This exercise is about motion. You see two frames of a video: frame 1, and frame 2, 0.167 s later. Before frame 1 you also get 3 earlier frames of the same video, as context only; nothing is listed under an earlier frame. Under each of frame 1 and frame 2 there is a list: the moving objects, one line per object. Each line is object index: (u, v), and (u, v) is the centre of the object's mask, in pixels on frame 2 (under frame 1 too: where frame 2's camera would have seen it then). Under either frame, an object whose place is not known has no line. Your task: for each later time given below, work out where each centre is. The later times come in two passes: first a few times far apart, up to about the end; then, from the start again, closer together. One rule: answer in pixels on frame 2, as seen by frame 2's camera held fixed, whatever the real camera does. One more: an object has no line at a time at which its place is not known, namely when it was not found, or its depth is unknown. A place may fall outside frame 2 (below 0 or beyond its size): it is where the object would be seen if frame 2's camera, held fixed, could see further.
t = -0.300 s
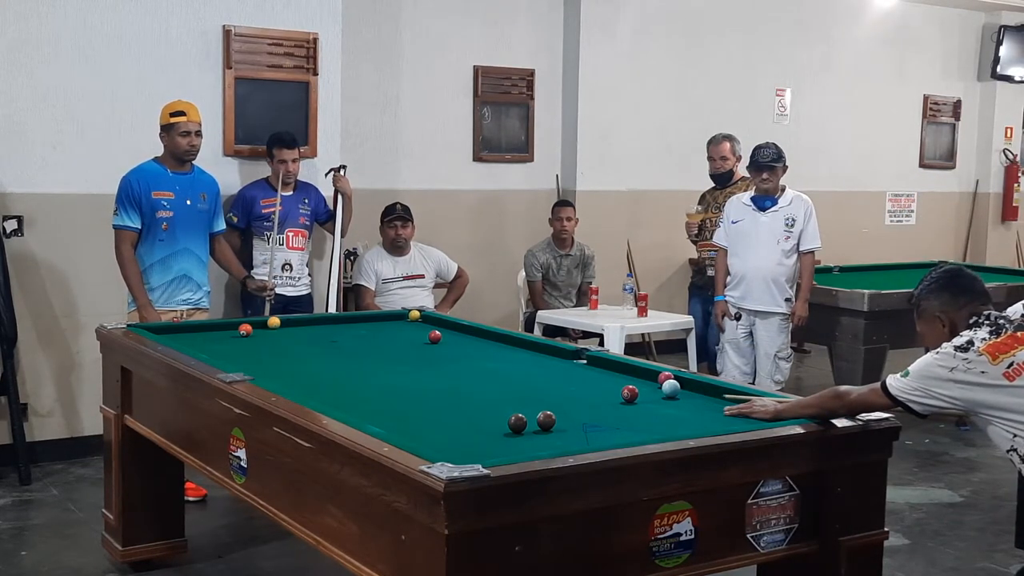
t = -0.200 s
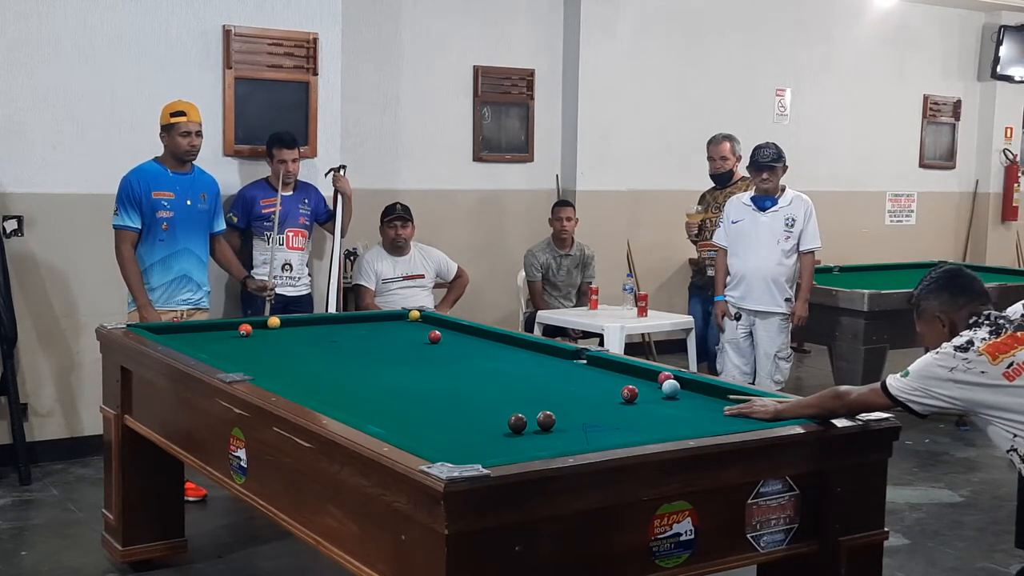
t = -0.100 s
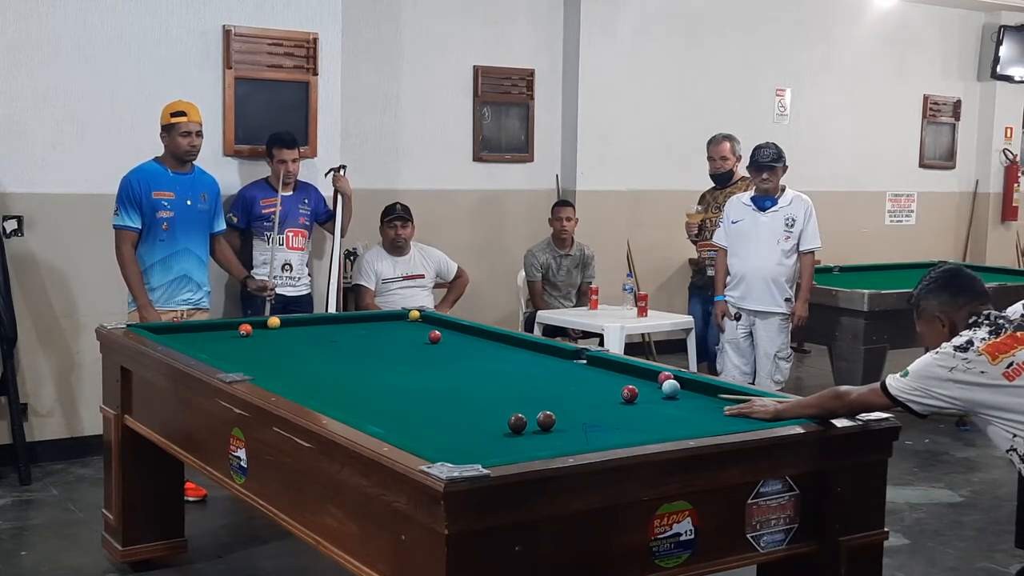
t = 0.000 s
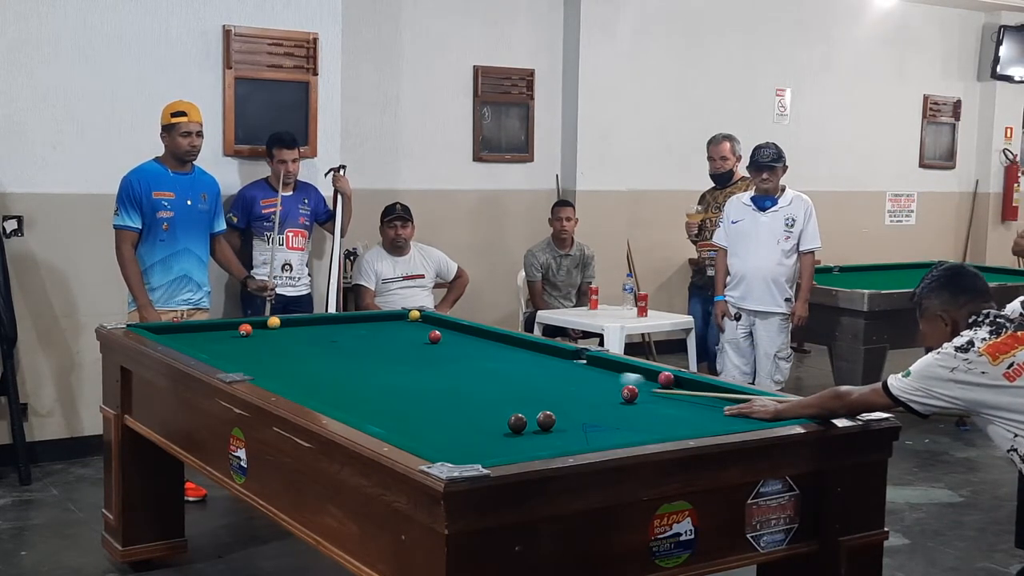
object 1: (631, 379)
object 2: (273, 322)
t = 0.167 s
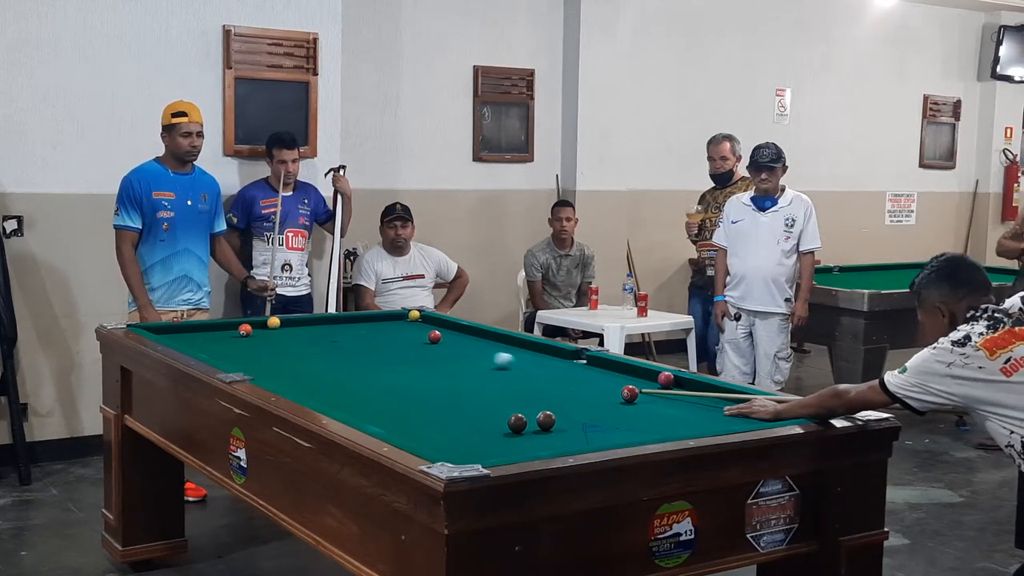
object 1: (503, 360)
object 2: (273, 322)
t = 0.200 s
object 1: (482, 357)
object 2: (273, 322)
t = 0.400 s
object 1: (381, 340)
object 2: (273, 322)
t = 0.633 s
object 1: (302, 327)
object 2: (273, 322)
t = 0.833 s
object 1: (301, 325)
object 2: (257, 324)
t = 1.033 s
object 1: (315, 326)
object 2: (233, 326)
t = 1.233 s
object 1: (325, 326)
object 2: (209, 329)
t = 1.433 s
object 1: (334, 326)
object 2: (186, 331)
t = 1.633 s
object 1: (341, 327)
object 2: (164, 332)
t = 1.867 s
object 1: (349, 327)
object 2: (169, 333)
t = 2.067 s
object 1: (355, 327)
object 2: (185, 334)
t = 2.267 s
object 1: (360, 327)
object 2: (200, 334)
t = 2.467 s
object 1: (364, 327)
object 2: (214, 334)
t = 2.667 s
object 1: (366, 328)
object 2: (226, 334)
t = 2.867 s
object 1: (368, 328)
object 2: (237, 335)
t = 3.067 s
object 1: (369, 328)
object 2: (247, 335)
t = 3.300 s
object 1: (370, 328)
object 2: (258, 335)
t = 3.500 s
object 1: (370, 328)
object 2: (265, 335)
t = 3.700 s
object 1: (370, 328)
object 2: (272, 335)
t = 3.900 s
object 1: (370, 328)
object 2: (277, 335)
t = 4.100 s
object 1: (370, 328)
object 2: (281, 335)
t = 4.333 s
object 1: (370, 328)
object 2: (285, 335)
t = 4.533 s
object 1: (369, 328)
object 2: (286, 335)
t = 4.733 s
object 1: (370, 328)
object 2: (287, 335)
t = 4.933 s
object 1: (369, 328)
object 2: (287, 335)
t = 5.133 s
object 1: (369, 328)
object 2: (287, 335)
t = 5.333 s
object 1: (369, 328)
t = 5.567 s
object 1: (369, 328)
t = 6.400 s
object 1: (369, 328)
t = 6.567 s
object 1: (370, 328)
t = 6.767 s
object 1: (369, 328)
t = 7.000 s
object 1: (369, 328)
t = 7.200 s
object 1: (370, 328)
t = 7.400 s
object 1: (369, 328)
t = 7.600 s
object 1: (369, 328)
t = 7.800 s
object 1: (369, 328)
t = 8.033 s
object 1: (370, 328)
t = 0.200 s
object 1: (482, 357)
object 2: (273, 322)
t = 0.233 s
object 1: (462, 353)
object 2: (273, 322)
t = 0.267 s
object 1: (444, 350)
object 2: (273, 322)
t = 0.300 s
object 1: (426, 347)
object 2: (273, 323)
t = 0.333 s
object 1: (410, 345)
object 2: (273, 323)
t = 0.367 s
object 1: (395, 342)
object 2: (273, 322)
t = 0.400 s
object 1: (381, 340)
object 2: (273, 322)
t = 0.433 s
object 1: (367, 338)
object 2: (273, 323)
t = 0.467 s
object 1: (355, 335)
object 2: (273, 323)
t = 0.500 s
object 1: (343, 334)
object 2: (273, 323)
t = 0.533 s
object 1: (332, 332)
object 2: (273, 323)
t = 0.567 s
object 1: (321, 330)
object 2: (273, 323)
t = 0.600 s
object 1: (311, 328)
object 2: (273, 322)
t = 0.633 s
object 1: (302, 327)
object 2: (273, 322)
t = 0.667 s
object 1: (292, 325)
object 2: (273, 323)
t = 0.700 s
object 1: (283, 324)
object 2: (272, 322)
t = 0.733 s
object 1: (286, 323)
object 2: (269, 323)
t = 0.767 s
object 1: (292, 324)
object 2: (264, 323)
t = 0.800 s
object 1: (297, 325)
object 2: (260, 324)
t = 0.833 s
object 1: (301, 325)
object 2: (257, 324)
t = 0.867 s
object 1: (304, 326)
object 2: (253, 324)
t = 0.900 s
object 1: (307, 326)
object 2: (250, 323)
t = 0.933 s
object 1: (310, 326)
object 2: (245, 322)
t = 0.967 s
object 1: (312, 326)
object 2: (239, 324)
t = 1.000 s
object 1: (313, 326)
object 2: (235, 325)
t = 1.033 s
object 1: (315, 326)
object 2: (233, 326)
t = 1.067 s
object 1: (317, 326)
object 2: (229, 327)
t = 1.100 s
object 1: (318, 326)
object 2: (225, 327)
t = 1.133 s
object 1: (320, 326)
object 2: (221, 328)
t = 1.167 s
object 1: (322, 326)
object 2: (217, 328)
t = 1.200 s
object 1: (323, 326)
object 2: (213, 328)
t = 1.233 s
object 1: (325, 326)
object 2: (209, 329)
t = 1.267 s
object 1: (326, 326)
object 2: (205, 330)
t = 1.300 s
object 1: (328, 326)
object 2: (202, 330)
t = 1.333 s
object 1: (329, 326)
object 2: (198, 330)
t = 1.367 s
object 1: (331, 326)
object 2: (194, 330)
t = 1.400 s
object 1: (333, 326)
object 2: (190, 331)
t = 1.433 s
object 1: (334, 326)
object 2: (186, 331)
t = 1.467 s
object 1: (335, 326)
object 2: (182, 332)
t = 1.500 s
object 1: (336, 327)
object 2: (179, 332)
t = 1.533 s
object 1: (338, 326)
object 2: (175, 332)
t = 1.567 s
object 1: (339, 326)
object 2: (171, 333)
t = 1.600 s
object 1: (340, 327)
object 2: (168, 333)
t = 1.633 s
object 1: (341, 327)
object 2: (164, 332)
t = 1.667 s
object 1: (343, 327)
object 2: (161, 332)
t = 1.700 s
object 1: (344, 327)
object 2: (158, 332)
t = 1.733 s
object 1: (345, 326)
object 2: (158, 332)
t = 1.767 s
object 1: (346, 327)
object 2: (161, 333)
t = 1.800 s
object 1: (347, 327)
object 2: (163, 333)
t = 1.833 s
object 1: (348, 327)
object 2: (166, 333)
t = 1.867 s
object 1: (349, 327)
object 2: (169, 333)
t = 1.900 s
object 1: (350, 327)
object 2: (171, 334)
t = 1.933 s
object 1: (352, 327)
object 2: (174, 334)
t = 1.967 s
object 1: (353, 327)
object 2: (177, 334)
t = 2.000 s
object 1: (353, 327)
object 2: (179, 334)
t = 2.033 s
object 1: (354, 327)
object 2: (182, 334)
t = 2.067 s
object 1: (355, 327)
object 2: (185, 334)
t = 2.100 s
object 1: (356, 327)
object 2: (187, 334)
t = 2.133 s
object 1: (357, 327)
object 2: (190, 334)
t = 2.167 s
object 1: (358, 327)
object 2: (192, 334)
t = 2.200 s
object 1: (359, 327)
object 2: (195, 334)
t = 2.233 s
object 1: (359, 327)
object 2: (197, 334)
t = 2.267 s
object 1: (360, 327)
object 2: (200, 334)
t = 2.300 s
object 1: (361, 327)
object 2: (202, 334)
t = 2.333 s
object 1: (361, 327)
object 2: (204, 334)
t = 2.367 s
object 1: (362, 327)
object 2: (206, 334)
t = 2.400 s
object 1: (363, 327)
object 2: (209, 334)
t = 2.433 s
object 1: (363, 327)
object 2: (211, 334)
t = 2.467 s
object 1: (364, 327)
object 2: (214, 334)
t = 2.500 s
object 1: (364, 327)
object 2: (216, 334)
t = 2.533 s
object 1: (365, 327)
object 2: (218, 335)
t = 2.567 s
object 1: (365, 327)
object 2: (220, 334)
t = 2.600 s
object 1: (366, 328)
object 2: (222, 334)
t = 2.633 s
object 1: (366, 327)
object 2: (224, 334)
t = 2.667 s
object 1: (366, 328)
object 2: (226, 334)
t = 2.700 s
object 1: (367, 327)
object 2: (228, 335)
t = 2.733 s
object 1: (367, 328)
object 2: (230, 335)
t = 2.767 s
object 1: (367, 328)
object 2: (232, 335)
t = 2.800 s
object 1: (368, 328)
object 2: (233, 335)
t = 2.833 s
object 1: (368, 328)
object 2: (235, 335)
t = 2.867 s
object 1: (368, 328)
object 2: (237, 335)
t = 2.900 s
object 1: (369, 328)
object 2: (239, 335)
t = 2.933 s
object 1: (369, 328)
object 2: (240, 335)
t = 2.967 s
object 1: (369, 328)
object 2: (242, 334)
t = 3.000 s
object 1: (369, 328)
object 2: (244, 335)
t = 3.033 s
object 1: (369, 328)
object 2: (245, 335)
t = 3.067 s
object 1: (369, 328)
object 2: (247, 335)
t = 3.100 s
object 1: (369, 328)
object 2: (249, 335)
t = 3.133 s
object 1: (370, 328)
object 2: (250, 335)
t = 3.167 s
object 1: (370, 328)
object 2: (252, 335)
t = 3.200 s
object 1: (370, 328)
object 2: (253, 335)
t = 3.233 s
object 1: (370, 328)
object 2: (255, 335)
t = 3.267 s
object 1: (370, 328)
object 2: (256, 335)
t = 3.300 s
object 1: (370, 328)
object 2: (258, 335)
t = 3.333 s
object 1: (370, 328)
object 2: (259, 335)
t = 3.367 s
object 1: (370, 328)
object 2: (260, 335)
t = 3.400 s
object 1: (370, 328)
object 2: (261, 335)
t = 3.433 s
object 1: (370, 328)
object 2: (263, 335)
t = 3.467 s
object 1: (370, 328)
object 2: (264, 335)
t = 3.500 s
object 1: (370, 328)
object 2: (265, 335)
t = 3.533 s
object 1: (370, 328)
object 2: (266, 335)
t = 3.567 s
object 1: (370, 328)
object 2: (267, 335)
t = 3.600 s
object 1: (370, 328)
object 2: (269, 335)
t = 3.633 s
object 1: (370, 328)
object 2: (270, 335)
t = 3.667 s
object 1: (370, 328)
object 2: (271, 335)
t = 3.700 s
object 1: (370, 328)
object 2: (272, 335)
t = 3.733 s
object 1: (370, 328)
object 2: (273, 335)
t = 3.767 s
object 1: (370, 328)
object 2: (273, 335)
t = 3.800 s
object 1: (370, 328)
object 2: (274, 335)
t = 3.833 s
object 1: (370, 328)
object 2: (275, 335)
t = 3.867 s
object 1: (370, 328)
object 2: (276, 335)
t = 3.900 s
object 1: (370, 328)
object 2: (277, 335)
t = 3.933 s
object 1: (370, 328)
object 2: (278, 335)
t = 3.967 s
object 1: (370, 328)
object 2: (279, 335)
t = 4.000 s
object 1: (370, 328)
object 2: (279, 335)
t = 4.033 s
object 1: (370, 328)
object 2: (280, 335)
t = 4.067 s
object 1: (370, 328)
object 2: (281, 335)
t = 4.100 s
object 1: (370, 328)
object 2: (281, 335)
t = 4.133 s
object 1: (370, 328)
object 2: (282, 335)
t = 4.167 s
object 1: (370, 328)
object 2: (282, 335)
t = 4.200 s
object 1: (370, 328)
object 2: (283, 335)
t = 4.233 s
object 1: (370, 328)
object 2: (283, 335)
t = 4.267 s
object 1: (370, 328)
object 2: (284, 335)
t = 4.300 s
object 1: (369, 328)
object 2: (284, 335)
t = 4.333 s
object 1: (370, 328)
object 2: (285, 335)
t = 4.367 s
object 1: (370, 328)
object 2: (285, 335)
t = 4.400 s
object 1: (369, 328)
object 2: (285, 335)
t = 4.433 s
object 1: (370, 328)
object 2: (286, 335)
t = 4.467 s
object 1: (370, 328)
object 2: (286, 335)
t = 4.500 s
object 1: (369, 328)
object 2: (286, 335)
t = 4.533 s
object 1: (369, 328)
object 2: (286, 335)
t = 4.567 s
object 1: (370, 328)
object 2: (287, 335)
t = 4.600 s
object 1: (370, 328)
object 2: (287, 335)
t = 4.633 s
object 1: (370, 328)
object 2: (287, 335)
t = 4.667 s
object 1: (370, 328)
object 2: (287, 335)
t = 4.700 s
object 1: (370, 328)
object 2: (287, 335)
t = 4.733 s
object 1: (370, 328)
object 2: (287, 335)
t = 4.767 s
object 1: (369, 328)
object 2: (287, 335)
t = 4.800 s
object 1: (370, 328)
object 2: (287, 335)
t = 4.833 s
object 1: (369, 328)
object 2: (287, 335)
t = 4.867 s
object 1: (369, 328)
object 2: (287, 335)
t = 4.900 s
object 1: (369, 328)
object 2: (287, 335)
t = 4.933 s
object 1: (369, 328)
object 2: (287, 335)
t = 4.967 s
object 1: (369, 328)
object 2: (287, 335)
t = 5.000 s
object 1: (370, 328)
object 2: (287, 335)
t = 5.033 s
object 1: (369, 328)
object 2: (287, 335)
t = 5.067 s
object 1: (369, 328)
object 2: (287, 335)
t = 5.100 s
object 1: (369, 328)
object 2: (287, 335)
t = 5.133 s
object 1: (369, 328)
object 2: (287, 335)
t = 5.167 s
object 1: (369, 328)
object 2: (287, 335)
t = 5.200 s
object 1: (369, 328)
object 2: (287, 335)
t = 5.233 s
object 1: (369, 328)
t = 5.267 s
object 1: (369, 328)
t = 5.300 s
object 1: (369, 328)
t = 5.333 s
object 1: (369, 328)
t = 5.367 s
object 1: (369, 328)
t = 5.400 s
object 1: (369, 328)
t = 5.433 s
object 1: (369, 328)
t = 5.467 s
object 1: (369, 328)
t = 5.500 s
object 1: (369, 328)
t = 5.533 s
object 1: (368, 327)
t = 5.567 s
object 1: (369, 328)
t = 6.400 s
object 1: (369, 328)
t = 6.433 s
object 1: (369, 328)
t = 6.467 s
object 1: (370, 328)
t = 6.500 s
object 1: (369, 328)
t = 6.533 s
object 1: (369, 328)
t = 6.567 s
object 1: (370, 328)
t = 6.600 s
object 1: (369, 328)
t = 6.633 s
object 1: (369, 328)
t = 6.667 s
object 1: (369, 328)
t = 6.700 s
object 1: (369, 328)
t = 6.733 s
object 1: (369, 328)
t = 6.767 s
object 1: (369, 328)
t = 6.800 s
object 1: (369, 328)
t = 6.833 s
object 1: (369, 328)
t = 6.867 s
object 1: (369, 328)
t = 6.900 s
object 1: (369, 328)
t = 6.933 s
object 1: (369, 328)
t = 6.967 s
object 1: (369, 328)
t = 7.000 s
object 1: (369, 328)
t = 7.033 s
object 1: (369, 328)
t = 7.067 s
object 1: (369, 328)
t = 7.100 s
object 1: (369, 328)
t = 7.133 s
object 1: (369, 328)
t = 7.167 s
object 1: (369, 328)
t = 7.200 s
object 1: (370, 328)
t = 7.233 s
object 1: (369, 328)
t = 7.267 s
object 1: (369, 328)
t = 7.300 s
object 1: (369, 328)
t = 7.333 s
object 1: (369, 328)
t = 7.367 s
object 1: (369, 328)
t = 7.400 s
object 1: (369, 328)
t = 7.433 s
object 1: (369, 328)
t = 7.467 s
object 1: (369, 328)
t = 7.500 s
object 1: (369, 328)
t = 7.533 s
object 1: (369, 328)
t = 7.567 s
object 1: (369, 328)
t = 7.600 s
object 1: (369, 328)
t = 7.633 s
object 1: (369, 328)
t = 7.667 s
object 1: (369, 328)
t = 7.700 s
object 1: (369, 328)
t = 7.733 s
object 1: (369, 328)
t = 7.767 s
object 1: (369, 328)
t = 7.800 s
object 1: (369, 328)
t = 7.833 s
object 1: (369, 328)
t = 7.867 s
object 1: (369, 328)
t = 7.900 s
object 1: (369, 328)
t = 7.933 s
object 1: (369, 328)
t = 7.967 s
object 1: (369, 328)
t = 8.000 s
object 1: (369, 328)
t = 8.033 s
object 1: (370, 328)
